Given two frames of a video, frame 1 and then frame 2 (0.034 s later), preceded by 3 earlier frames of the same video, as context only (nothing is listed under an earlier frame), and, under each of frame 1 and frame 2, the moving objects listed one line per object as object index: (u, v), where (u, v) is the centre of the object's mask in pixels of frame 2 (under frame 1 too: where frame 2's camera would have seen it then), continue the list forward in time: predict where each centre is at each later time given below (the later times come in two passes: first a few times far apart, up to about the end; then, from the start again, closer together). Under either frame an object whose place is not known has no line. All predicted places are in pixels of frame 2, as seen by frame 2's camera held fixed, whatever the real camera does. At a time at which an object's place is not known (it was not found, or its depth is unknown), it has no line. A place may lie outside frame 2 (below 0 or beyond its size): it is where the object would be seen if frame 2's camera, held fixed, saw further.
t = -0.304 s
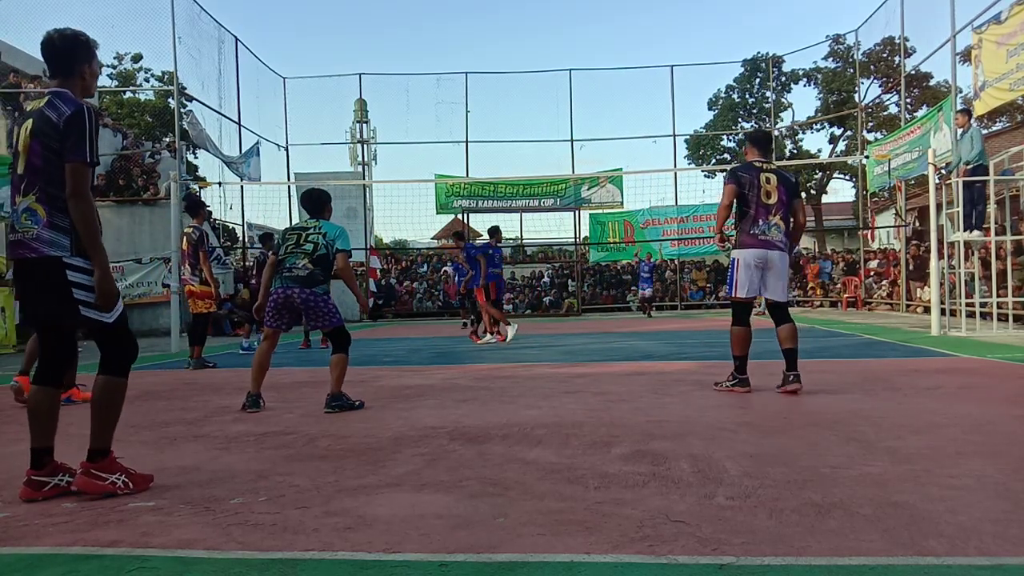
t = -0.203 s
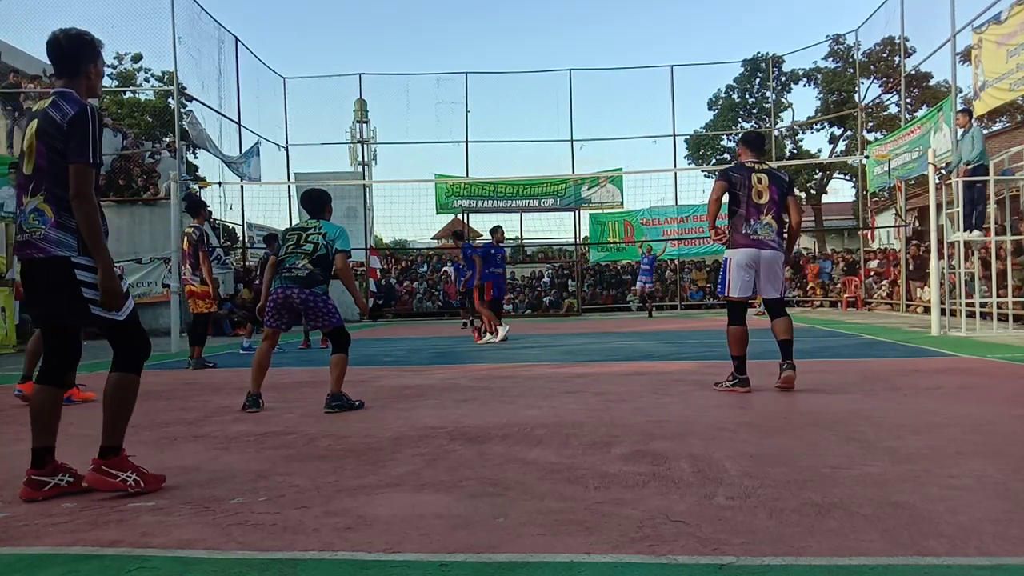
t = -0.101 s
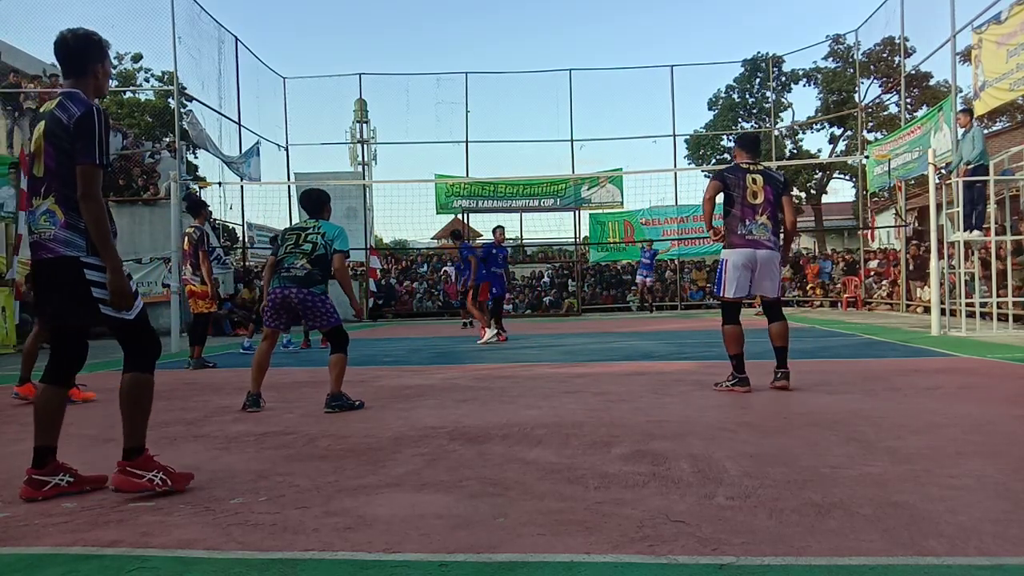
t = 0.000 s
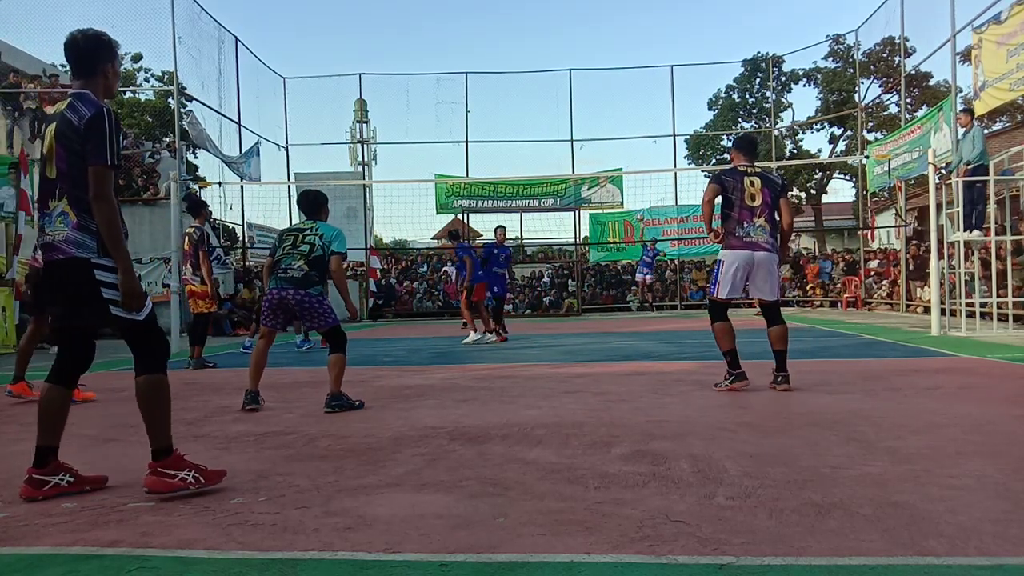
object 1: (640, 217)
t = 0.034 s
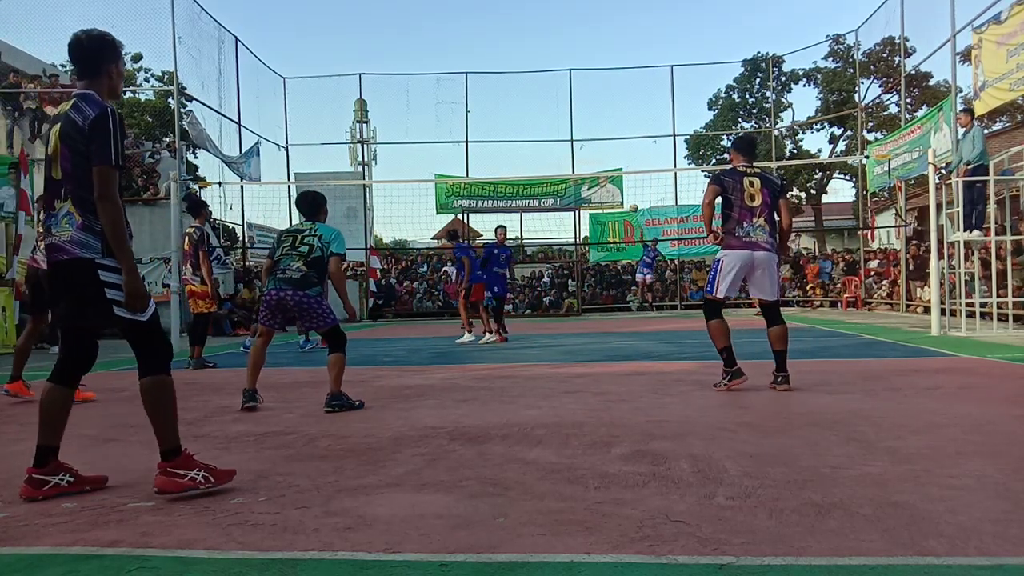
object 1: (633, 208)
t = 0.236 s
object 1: (591, 154)
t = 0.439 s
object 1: (536, 102)
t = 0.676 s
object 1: (449, 50)
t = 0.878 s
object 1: (346, 17)
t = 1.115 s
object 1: (165, 10)
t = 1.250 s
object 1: (12, 29)
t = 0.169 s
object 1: (606, 169)
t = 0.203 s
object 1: (599, 163)
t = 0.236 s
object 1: (591, 154)
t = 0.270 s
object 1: (582, 145)
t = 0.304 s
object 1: (574, 136)
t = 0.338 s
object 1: (565, 128)
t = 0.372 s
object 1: (556, 119)
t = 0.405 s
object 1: (546, 111)
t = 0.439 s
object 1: (536, 102)
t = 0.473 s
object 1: (525, 94)
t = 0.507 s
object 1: (514, 86)
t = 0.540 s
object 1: (503, 79)
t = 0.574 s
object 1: (491, 71)
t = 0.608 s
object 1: (477, 64)
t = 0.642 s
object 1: (464, 57)
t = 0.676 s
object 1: (449, 50)
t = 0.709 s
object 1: (435, 44)
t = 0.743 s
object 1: (418, 37)
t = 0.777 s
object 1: (402, 32)
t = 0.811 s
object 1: (384, 26)
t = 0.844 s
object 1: (365, 21)
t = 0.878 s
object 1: (346, 17)
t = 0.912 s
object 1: (325, 14)
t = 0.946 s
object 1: (302, 11)
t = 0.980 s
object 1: (278, 8)
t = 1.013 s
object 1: (253, 8)
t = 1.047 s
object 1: (226, 8)
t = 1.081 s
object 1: (197, 8)
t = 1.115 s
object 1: (165, 10)
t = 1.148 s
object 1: (132, 11)
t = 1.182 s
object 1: (95, 16)
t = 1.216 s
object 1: (55, 21)
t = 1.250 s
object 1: (12, 29)
